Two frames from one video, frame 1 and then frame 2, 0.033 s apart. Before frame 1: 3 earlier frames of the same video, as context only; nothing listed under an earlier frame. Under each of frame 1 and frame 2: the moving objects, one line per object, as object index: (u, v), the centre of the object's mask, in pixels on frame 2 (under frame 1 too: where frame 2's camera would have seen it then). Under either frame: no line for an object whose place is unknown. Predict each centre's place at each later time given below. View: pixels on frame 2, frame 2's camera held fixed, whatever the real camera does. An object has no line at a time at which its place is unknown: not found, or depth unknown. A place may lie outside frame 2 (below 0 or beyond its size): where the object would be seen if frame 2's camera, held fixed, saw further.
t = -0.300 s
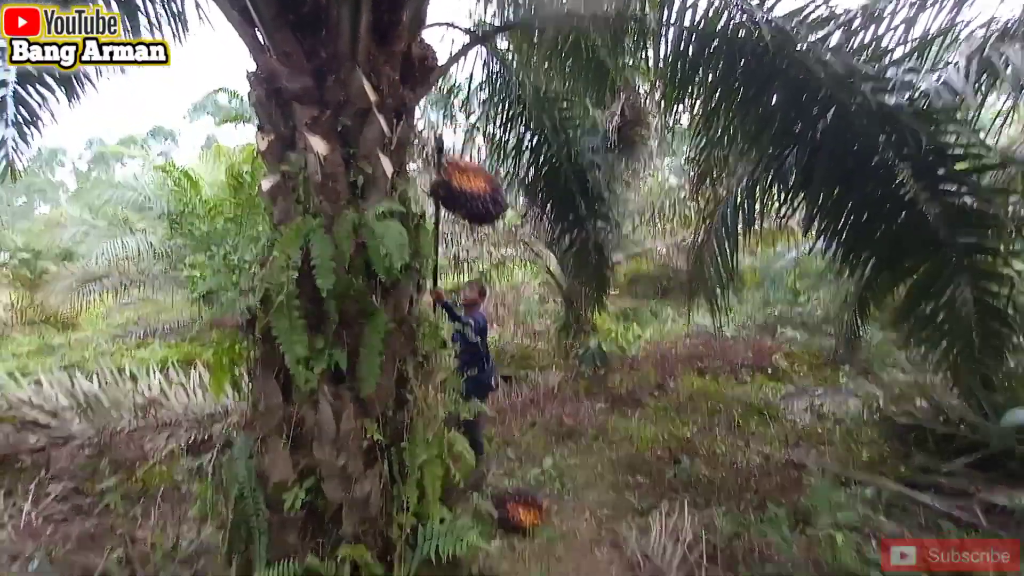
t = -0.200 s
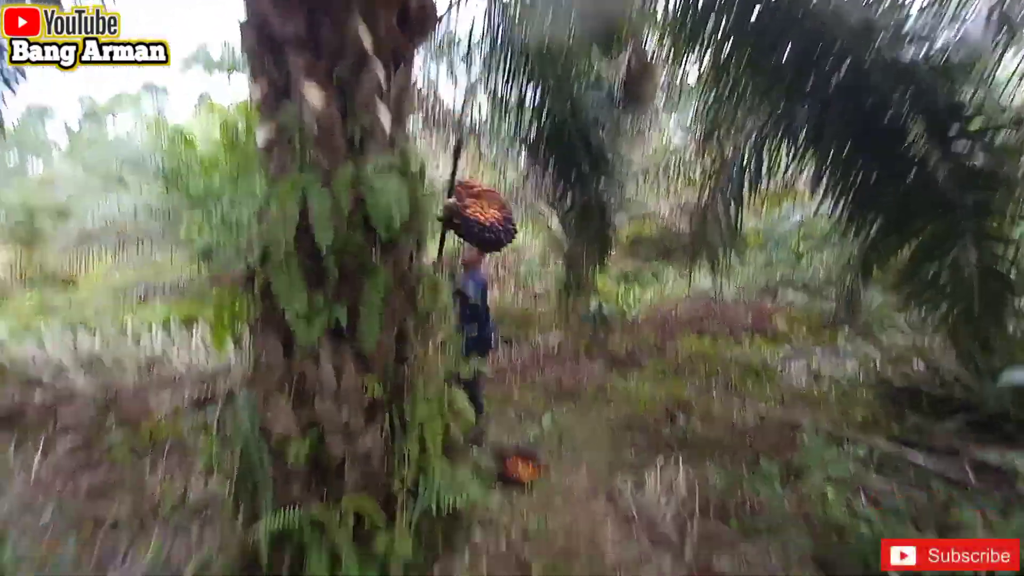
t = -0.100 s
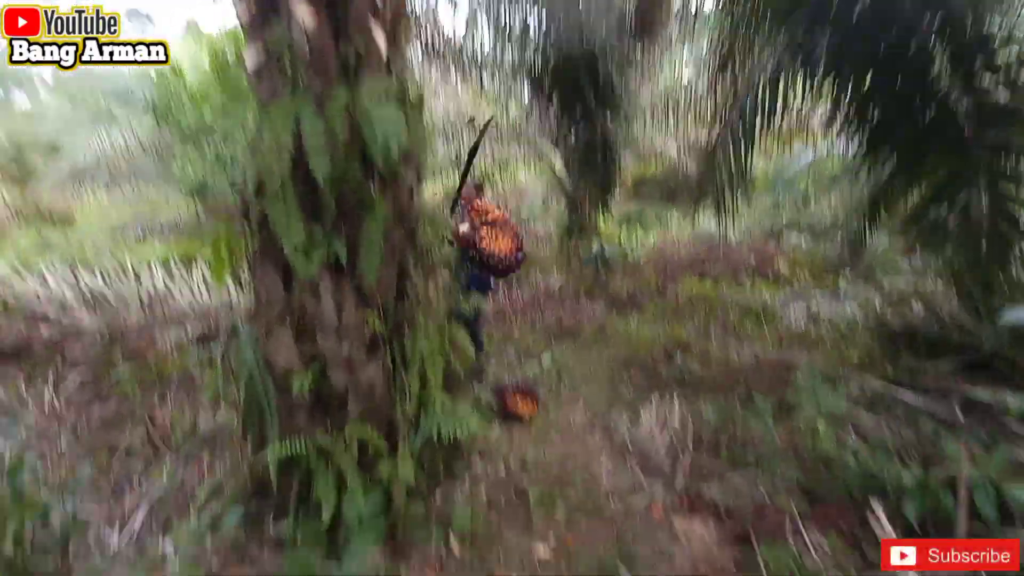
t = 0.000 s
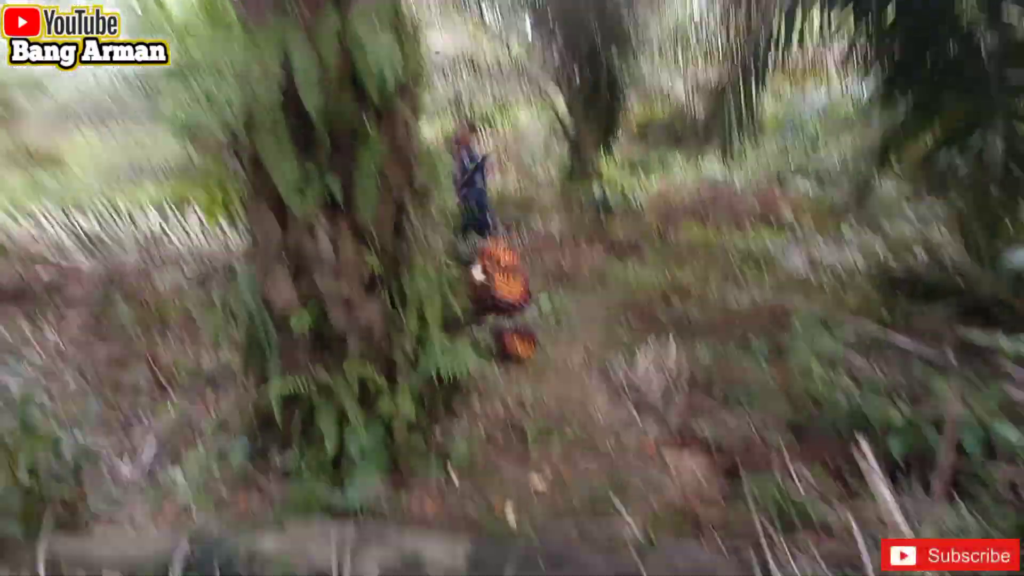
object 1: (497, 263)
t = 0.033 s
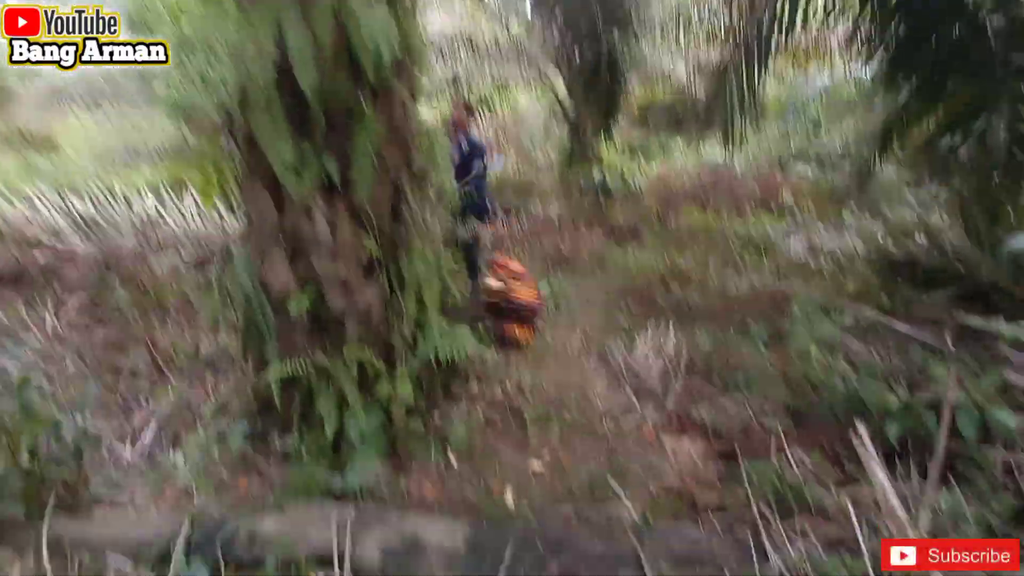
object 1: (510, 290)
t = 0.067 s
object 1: (521, 315)
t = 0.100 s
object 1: (537, 336)
